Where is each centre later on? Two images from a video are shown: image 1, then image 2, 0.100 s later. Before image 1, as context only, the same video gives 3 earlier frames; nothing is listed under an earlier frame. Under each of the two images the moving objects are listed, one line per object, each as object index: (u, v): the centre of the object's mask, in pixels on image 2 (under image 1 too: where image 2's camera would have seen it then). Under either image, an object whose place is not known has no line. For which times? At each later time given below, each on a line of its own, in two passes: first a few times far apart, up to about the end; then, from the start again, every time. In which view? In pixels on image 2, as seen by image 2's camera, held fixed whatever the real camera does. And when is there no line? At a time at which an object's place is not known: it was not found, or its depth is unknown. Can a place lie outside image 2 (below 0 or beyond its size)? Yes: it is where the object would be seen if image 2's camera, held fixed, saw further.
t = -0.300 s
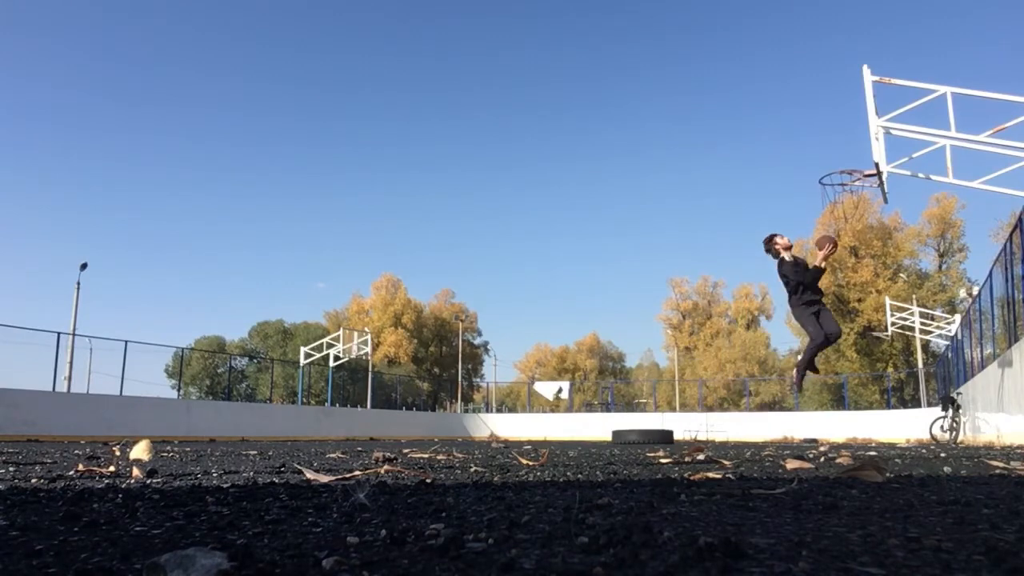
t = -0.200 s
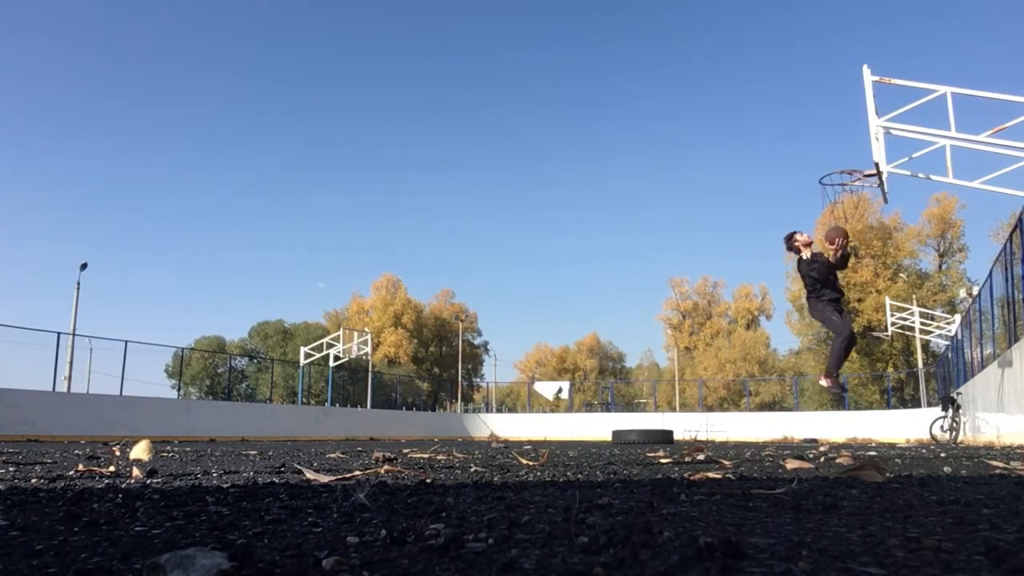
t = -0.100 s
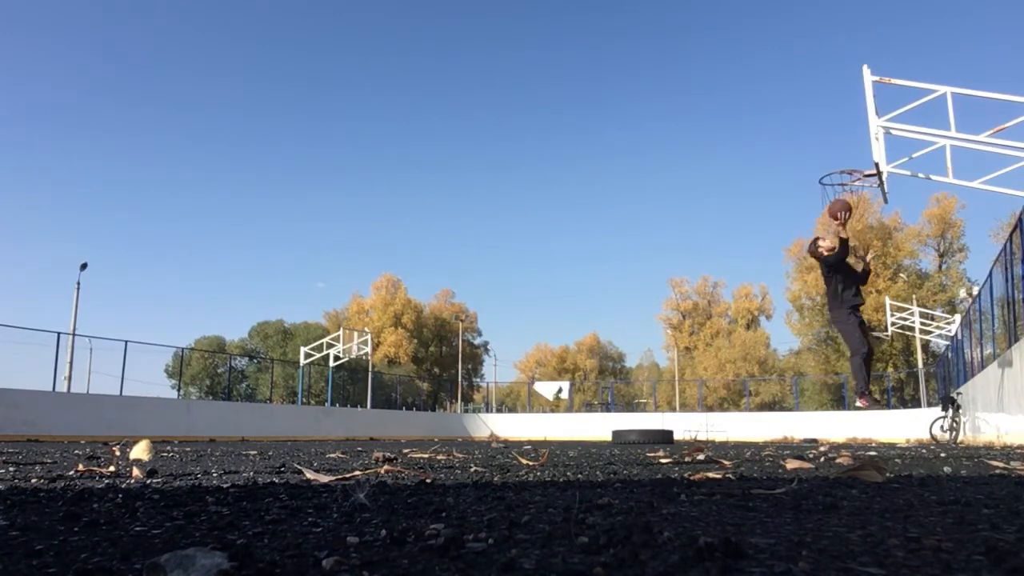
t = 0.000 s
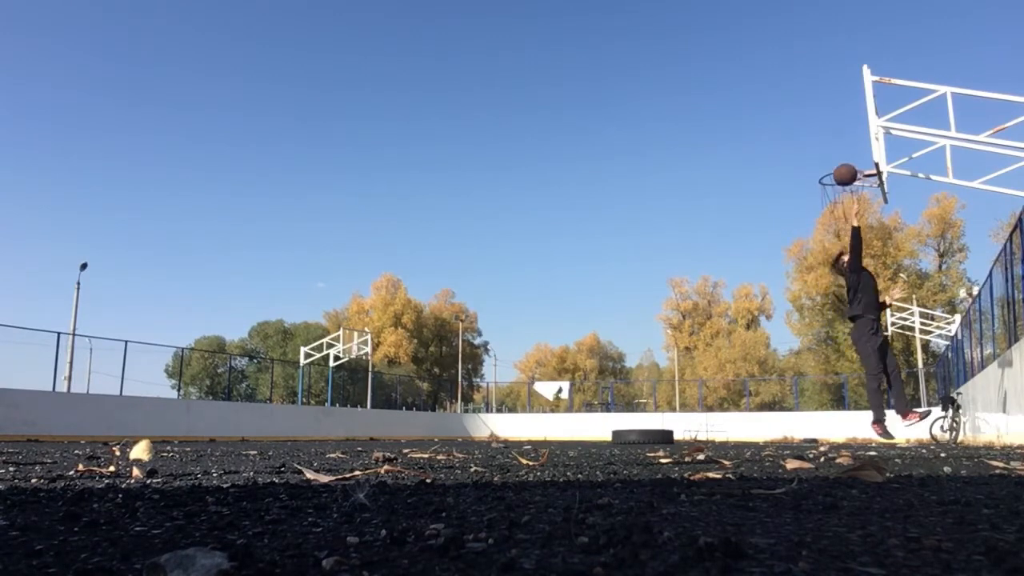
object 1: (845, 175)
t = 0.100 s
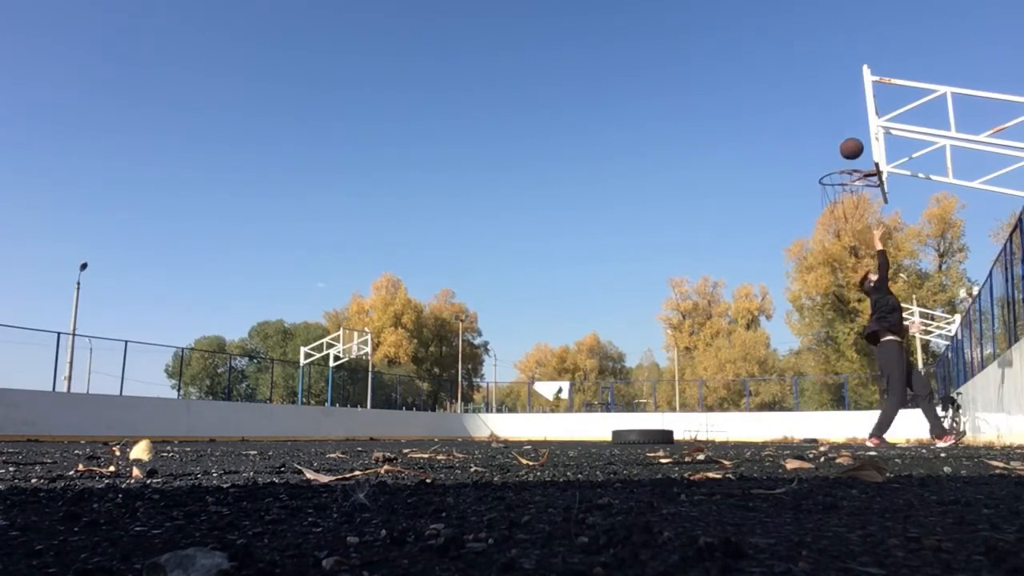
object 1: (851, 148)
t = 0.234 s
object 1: (859, 128)
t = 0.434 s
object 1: (854, 137)
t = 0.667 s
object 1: (842, 180)
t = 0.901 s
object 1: (810, 227)
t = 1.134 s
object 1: (782, 316)
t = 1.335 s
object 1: (760, 433)
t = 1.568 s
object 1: (728, 332)
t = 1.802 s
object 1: (697, 277)
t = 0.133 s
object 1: (853, 142)
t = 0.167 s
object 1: (856, 136)
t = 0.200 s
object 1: (858, 132)
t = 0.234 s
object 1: (859, 128)
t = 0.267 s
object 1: (859, 127)
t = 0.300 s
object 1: (858, 127)
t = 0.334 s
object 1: (857, 128)
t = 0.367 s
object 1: (856, 130)
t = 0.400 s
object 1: (855, 133)
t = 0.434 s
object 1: (854, 137)
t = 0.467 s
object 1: (853, 142)
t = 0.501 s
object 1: (852, 147)
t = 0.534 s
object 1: (851, 154)
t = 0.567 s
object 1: (850, 160)
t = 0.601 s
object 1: (849, 168)
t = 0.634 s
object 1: (848, 176)
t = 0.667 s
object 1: (842, 180)
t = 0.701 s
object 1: (837, 184)
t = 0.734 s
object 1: (832, 190)
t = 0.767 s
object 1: (828, 196)
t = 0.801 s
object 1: (823, 203)
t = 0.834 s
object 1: (819, 210)
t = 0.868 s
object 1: (815, 218)
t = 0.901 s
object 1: (810, 227)
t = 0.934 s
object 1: (806, 237)
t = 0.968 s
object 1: (802, 248)
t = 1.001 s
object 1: (798, 259)
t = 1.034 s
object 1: (794, 272)
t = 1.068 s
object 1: (789, 286)
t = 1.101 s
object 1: (786, 301)
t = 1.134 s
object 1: (782, 316)
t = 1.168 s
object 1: (778, 333)
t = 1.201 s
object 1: (774, 351)
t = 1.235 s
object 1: (770, 369)
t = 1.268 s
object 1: (767, 390)
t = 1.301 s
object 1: (764, 412)
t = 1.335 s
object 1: (760, 433)
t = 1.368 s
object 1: (755, 421)
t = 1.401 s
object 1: (751, 403)
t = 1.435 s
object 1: (746, 387)
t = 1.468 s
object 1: (741, 372)
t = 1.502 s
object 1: (736, 358)
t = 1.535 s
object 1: (732, 344)
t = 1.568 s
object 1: (728, 332)
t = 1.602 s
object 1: (723, 321)
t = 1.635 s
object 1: (719, 311)
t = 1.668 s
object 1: (714, 302)
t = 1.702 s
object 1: (710, 294)
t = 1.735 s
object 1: (706, 287)
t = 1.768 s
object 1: (702, 281)
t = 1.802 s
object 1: (697, 277)
